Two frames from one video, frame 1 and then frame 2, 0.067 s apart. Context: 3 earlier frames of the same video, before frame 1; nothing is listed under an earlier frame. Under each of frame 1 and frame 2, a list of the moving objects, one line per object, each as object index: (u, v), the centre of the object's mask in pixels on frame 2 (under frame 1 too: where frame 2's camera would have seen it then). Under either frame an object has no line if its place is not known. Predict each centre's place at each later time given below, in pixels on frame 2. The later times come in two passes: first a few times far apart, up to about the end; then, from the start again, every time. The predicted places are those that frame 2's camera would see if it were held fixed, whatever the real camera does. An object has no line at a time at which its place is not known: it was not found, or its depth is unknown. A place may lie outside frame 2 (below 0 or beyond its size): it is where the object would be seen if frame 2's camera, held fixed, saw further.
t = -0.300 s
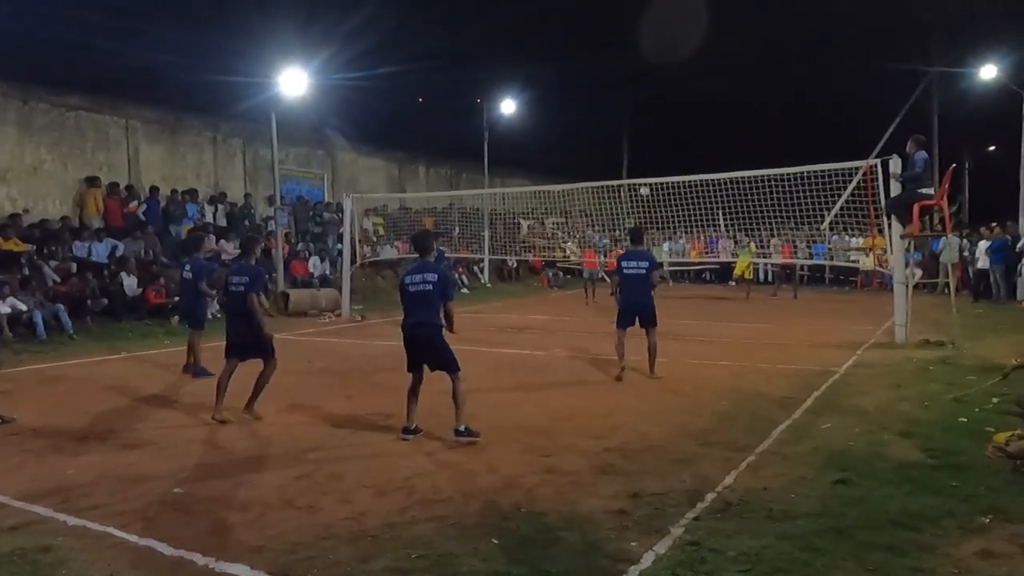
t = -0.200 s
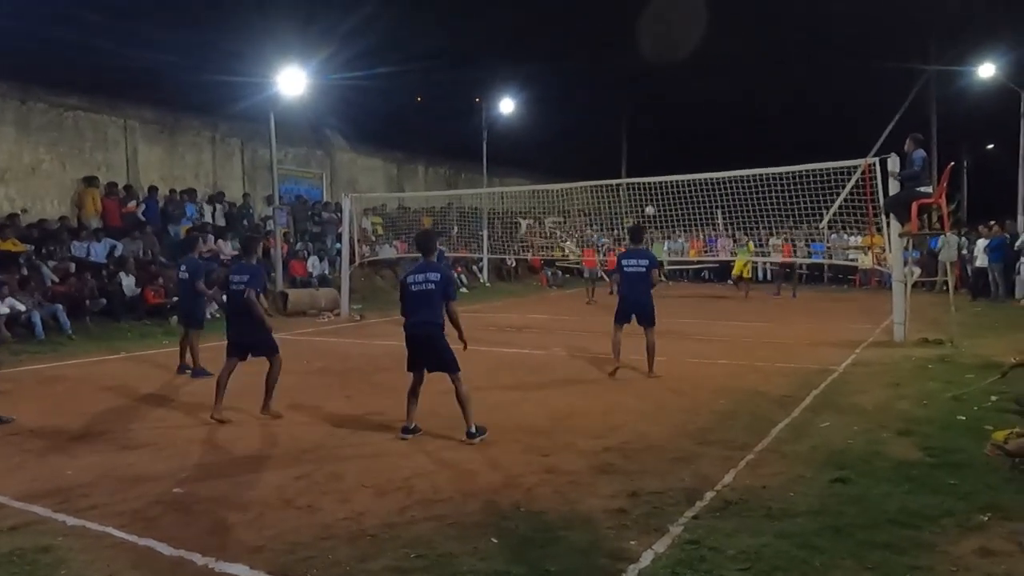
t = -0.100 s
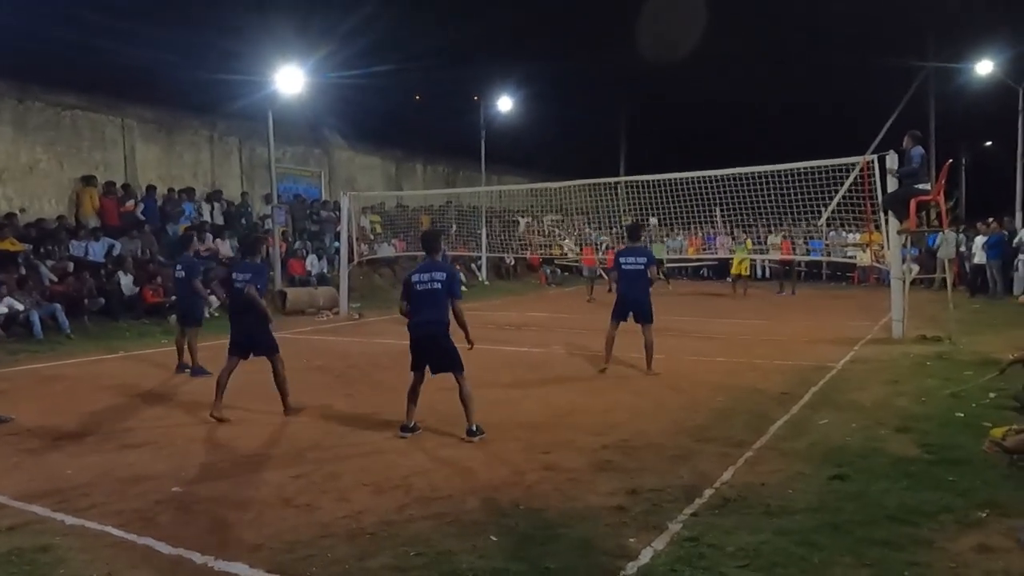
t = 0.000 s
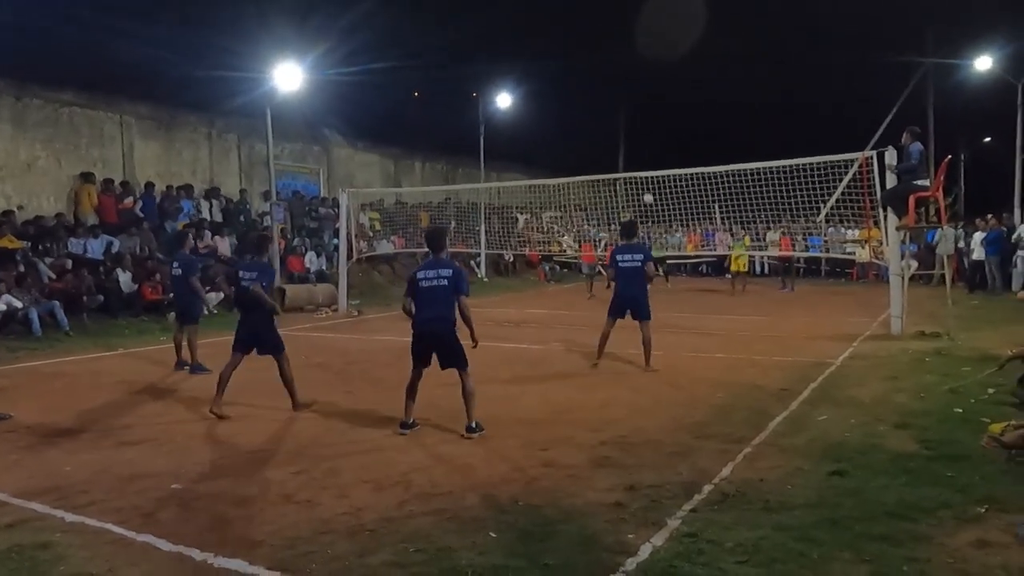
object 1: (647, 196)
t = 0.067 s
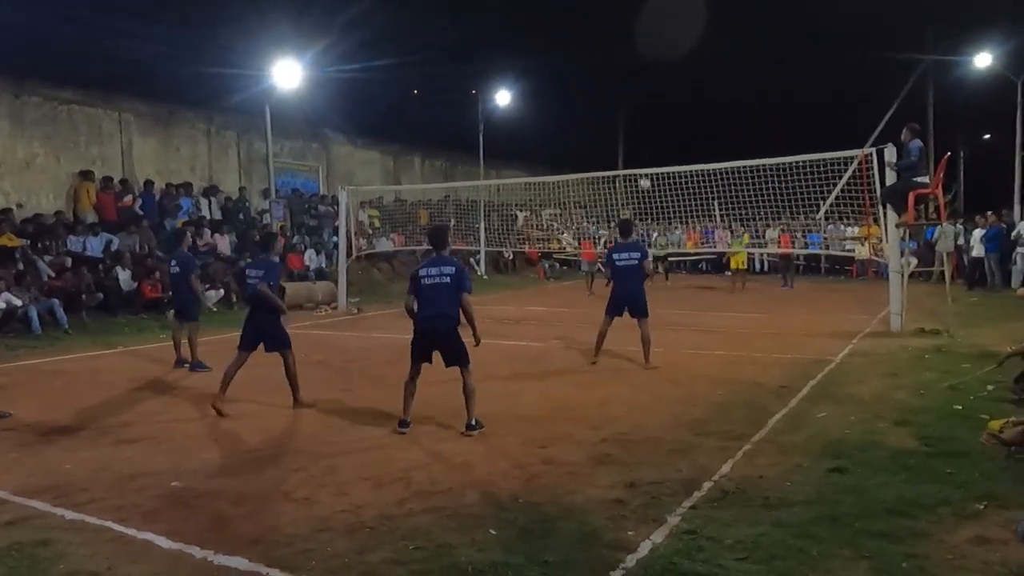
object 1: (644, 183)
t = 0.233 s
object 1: (635, 157)
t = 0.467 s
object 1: (617, 130)
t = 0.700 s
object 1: (597, 126)
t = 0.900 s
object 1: (577, 160)
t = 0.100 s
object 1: (643, 178)
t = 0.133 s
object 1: (642, 172)
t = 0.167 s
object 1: (639, 165)
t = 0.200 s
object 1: (637, 162)
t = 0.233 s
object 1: (635, 157)
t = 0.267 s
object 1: (632, 152)
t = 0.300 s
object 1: (630, 147)
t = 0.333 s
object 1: (627, 143)
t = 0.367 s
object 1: (625, 140)
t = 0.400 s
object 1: (622, 136)
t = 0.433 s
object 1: (619, 133)
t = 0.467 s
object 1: (617, 130)
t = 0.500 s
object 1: (614, 128)
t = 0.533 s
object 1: (611, 126)
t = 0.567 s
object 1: (608, 124)
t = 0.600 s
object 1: (605, 124)
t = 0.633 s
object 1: (603, 124)
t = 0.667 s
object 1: (600, 125)
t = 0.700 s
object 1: (597, 126)
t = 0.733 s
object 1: (594, 129)
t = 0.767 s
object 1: (590, 132)
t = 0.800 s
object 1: (587, 137)
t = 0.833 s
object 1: (584, 143)
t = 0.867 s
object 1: (581, 150)
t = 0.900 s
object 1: (577, 160)
